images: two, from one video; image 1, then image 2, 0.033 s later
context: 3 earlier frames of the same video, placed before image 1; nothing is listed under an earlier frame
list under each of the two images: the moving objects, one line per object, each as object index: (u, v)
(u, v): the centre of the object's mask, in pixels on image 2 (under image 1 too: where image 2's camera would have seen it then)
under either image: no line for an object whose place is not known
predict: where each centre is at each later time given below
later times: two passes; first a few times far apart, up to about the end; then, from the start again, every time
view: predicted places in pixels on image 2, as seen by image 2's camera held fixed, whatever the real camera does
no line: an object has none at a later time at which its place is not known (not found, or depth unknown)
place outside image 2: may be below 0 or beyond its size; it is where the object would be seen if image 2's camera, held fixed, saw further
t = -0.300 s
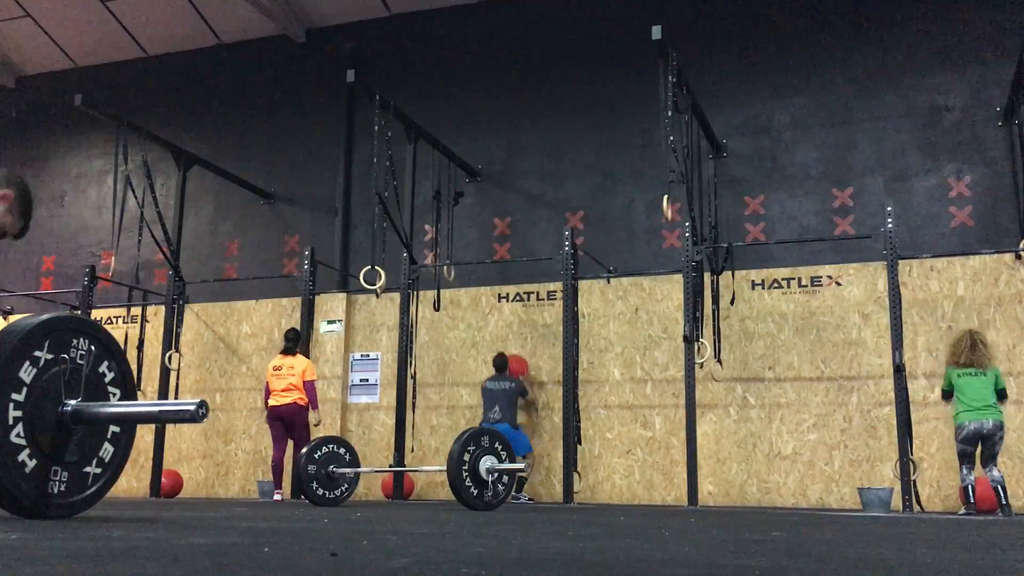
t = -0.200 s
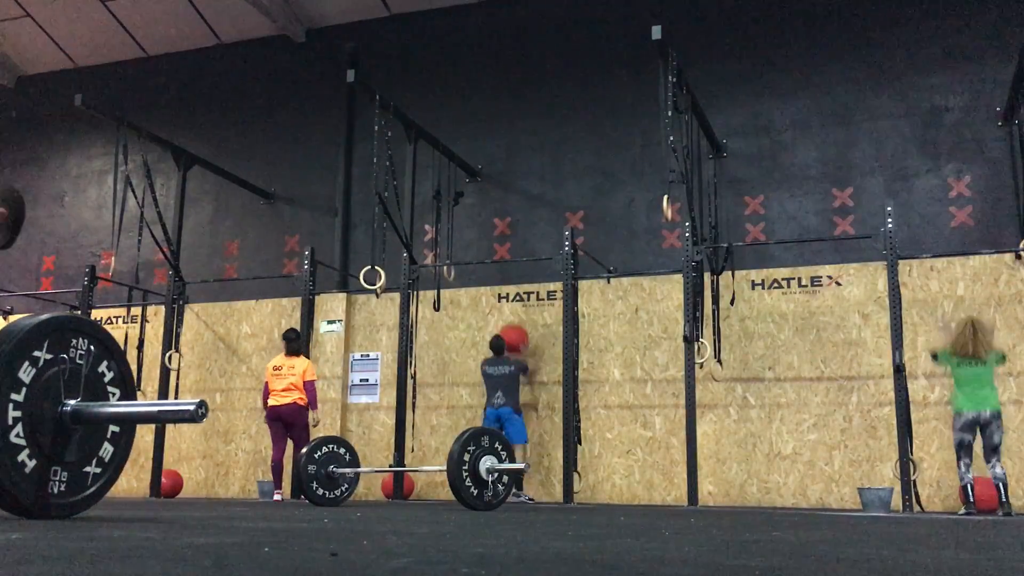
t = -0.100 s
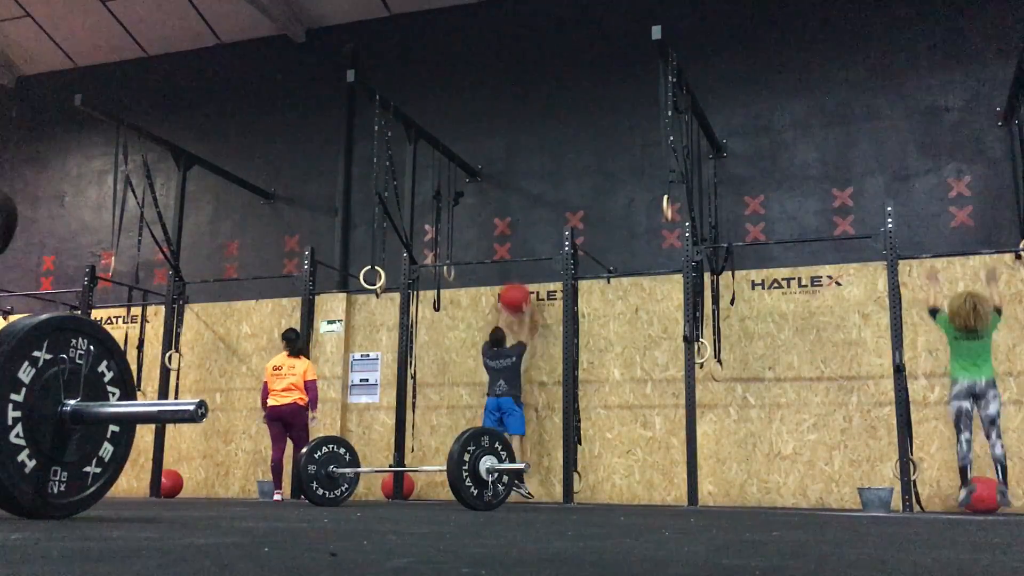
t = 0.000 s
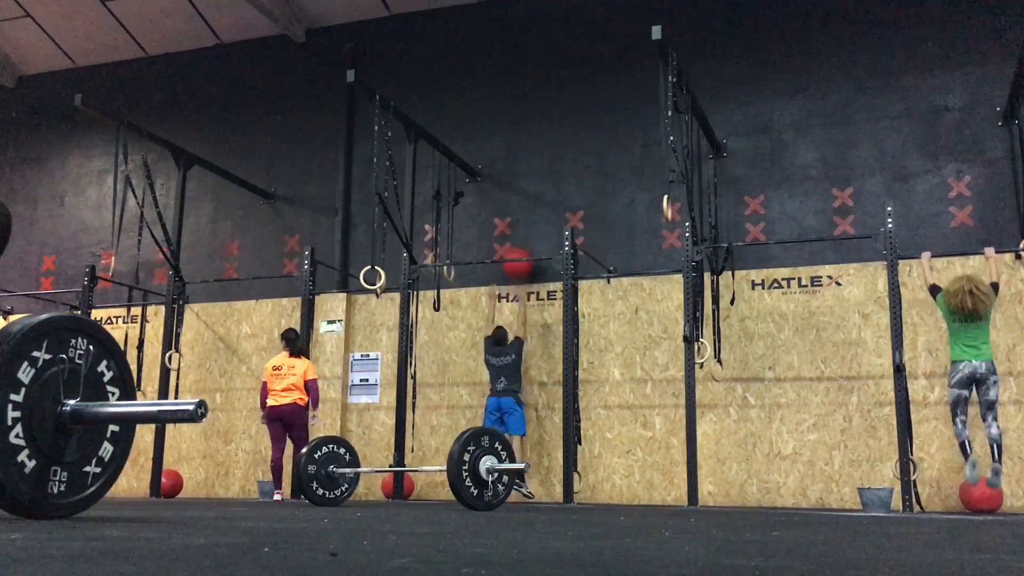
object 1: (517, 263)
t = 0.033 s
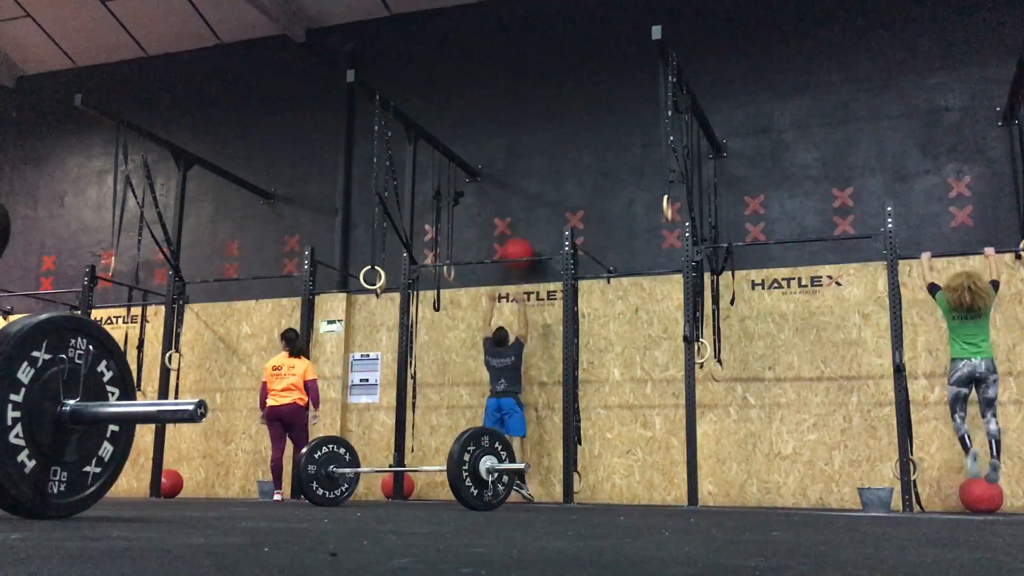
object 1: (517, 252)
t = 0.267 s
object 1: (522, 212)
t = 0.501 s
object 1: (521, 212)
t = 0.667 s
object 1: (519, 241)
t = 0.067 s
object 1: (518, 244)
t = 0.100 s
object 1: (519, 236)
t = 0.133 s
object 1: (519, 229)
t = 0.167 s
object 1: (520, 224)
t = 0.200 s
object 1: (521, 219)
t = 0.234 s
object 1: (522, 215)
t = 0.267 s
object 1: (522, 212)
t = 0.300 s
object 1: (523, 210)
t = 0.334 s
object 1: (523, 209)
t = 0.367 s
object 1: (522, 208)
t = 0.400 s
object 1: (522, 208)
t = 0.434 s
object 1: (522, 209)
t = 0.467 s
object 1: (521, 210)
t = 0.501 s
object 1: (521, 212)
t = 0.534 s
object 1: (520, 217)
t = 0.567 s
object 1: (520, 221)
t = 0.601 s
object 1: (519, 227)
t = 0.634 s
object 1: (519, 233)
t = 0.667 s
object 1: (519, 241)
